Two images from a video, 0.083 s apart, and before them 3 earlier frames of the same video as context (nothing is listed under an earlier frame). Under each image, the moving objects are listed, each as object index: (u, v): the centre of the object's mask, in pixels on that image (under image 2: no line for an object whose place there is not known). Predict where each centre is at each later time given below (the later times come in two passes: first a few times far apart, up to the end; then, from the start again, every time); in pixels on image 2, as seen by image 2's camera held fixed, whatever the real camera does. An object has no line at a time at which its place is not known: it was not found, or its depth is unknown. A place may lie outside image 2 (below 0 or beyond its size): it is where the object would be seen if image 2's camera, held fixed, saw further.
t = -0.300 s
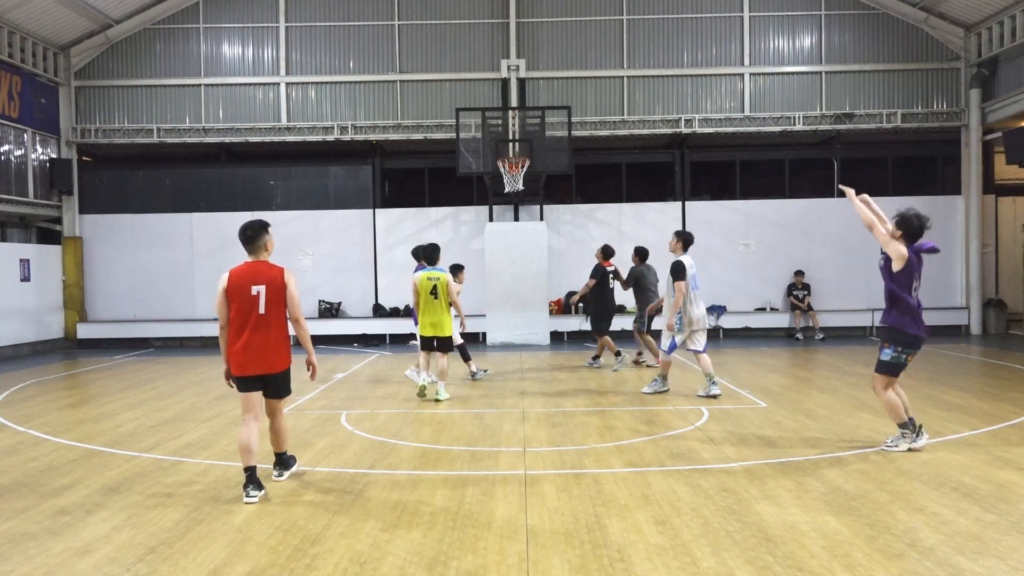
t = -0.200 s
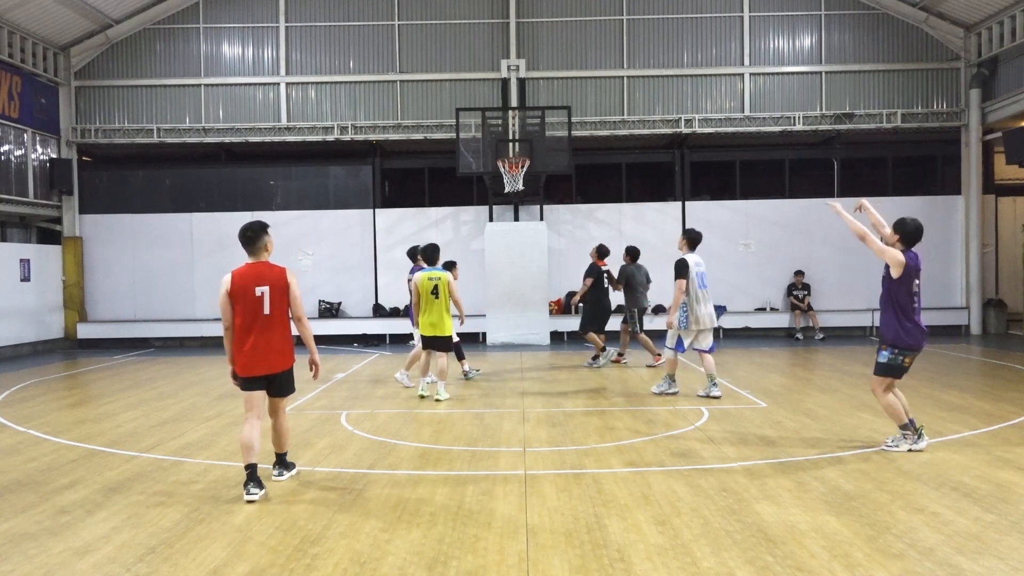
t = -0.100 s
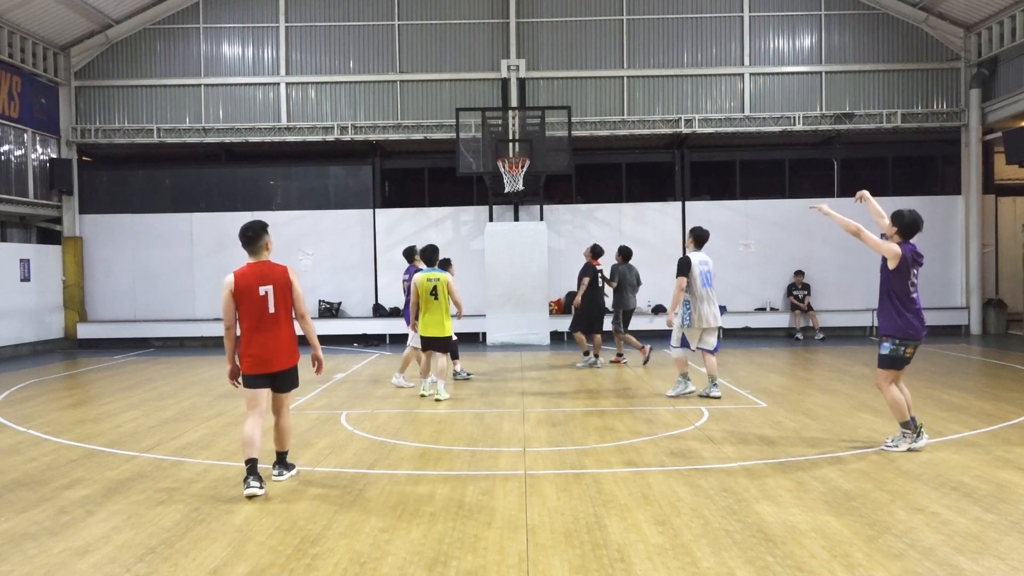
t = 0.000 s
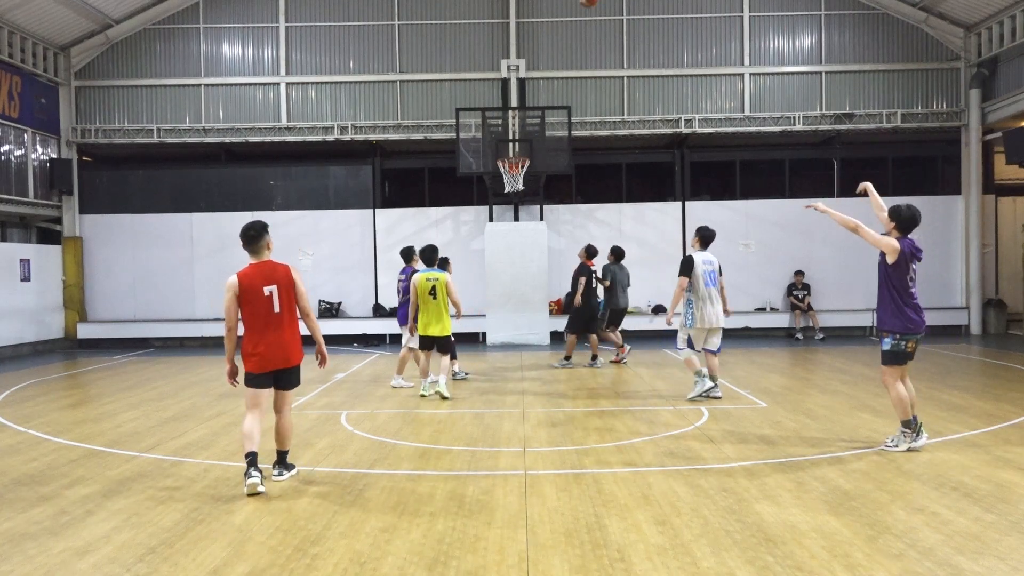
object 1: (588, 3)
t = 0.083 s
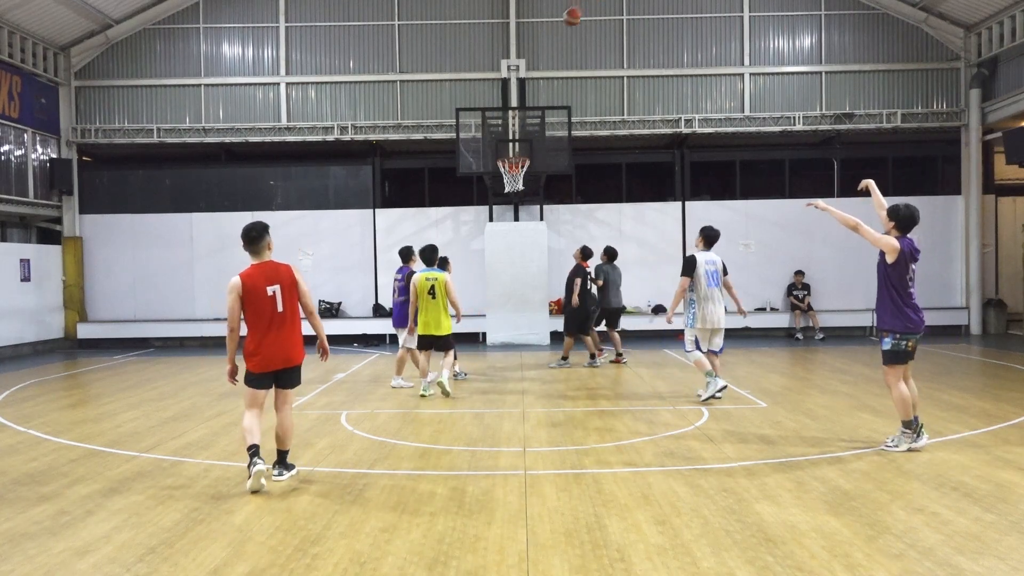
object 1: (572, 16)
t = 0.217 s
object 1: (547, 54)
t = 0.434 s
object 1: (514, 130)
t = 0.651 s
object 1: (527, 145)
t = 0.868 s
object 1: (568, 138)
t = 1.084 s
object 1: (611, 161)
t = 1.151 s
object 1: (624, 174)
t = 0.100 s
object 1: (569, 20)
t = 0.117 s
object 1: (565, 25)
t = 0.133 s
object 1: (563, 29)
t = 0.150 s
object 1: (560, 34)
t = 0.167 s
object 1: (556, 38)
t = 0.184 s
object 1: (554, 43)
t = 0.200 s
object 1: (550, 48)
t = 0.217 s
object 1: (547, 54)
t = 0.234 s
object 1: (545, 59)
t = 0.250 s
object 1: (542, 64)
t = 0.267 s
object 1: (539, 69)
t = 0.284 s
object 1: (536, 75)
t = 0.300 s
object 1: (535, 80)
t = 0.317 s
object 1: (531, 86)
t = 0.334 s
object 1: (528, 93)
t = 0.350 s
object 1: (526, 98)
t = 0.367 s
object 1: (524, 104)
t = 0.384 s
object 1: (521, 110)
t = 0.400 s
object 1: (520, 117)
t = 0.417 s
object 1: (517, 122)
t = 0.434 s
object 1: (514, 130)
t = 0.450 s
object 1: (511, 136)
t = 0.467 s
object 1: (509, 144)
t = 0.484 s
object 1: (507, 150)
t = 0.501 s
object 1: (506, 153)
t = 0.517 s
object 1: (508, 155)
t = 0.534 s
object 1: (508, 157)
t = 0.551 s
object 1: (508, 158)
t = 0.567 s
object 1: (511, 155)
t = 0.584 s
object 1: (514, 153)
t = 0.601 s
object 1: (517, 152)
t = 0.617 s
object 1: (520, 151)
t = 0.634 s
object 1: (523, 149)
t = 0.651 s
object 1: (527, 145)
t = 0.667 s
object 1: (529, 144)
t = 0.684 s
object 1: (532, 142)
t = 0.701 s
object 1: (536, 141)
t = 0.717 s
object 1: (539, 140)
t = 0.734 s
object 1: (543, 139)
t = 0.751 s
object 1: (546, 139)
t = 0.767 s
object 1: (549, 138)
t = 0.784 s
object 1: (552, 137)
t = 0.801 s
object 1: (555, 138)
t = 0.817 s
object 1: (559, 138)
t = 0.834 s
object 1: (563, 138)
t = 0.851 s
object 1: (566, 138)
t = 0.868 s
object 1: (568, 138)
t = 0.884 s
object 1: (571, 140)
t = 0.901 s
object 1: (575, 140)
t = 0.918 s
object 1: (579, 141)
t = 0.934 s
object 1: (581, 143)
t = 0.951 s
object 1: (584, 144)
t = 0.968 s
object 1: (588, 145)
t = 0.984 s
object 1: (591, 147)
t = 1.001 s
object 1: (595, 149)
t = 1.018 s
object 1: (598, 151)
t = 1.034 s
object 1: (601, 153)
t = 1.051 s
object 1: (605, 155)
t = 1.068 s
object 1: (608, 158)
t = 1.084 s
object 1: (611, 161)
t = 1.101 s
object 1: (615, 164)
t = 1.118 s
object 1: (618, 167)
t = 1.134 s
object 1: (621, 171)
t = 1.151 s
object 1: (624, 174)
